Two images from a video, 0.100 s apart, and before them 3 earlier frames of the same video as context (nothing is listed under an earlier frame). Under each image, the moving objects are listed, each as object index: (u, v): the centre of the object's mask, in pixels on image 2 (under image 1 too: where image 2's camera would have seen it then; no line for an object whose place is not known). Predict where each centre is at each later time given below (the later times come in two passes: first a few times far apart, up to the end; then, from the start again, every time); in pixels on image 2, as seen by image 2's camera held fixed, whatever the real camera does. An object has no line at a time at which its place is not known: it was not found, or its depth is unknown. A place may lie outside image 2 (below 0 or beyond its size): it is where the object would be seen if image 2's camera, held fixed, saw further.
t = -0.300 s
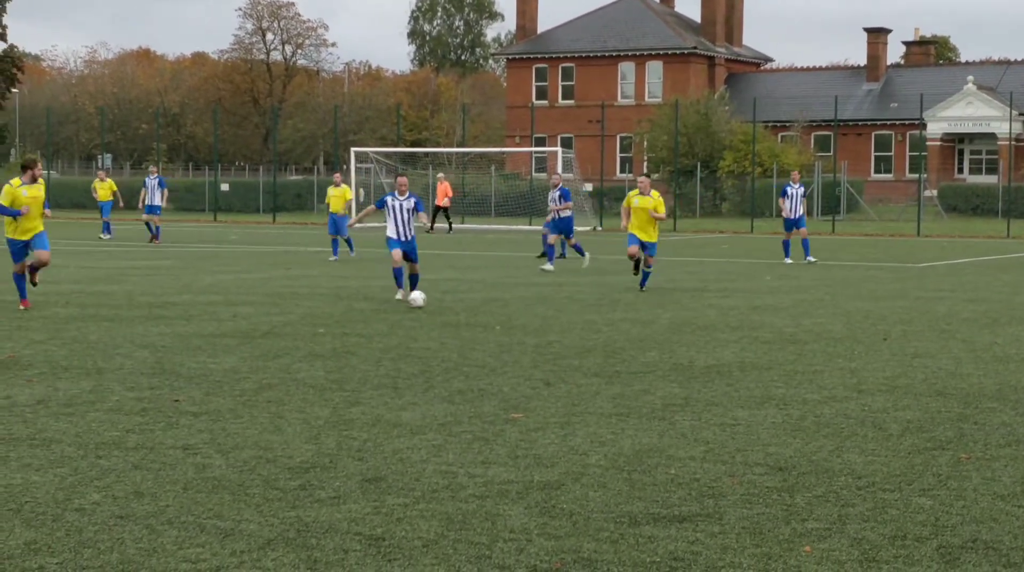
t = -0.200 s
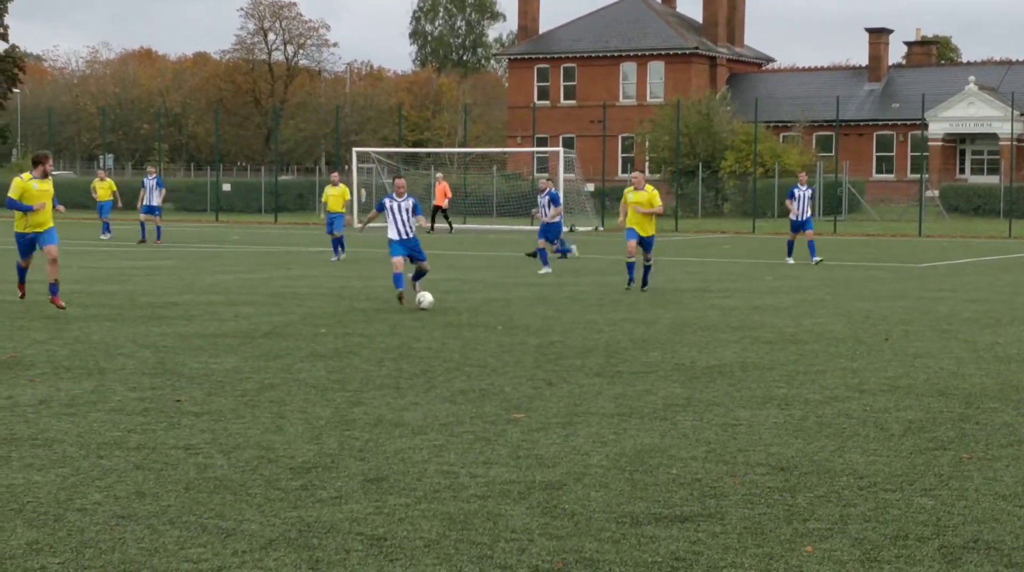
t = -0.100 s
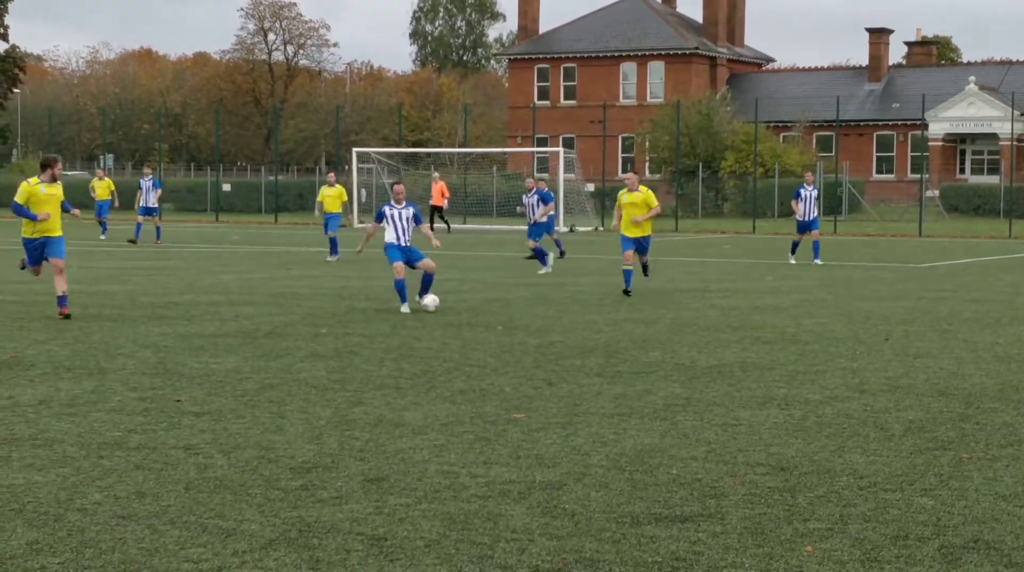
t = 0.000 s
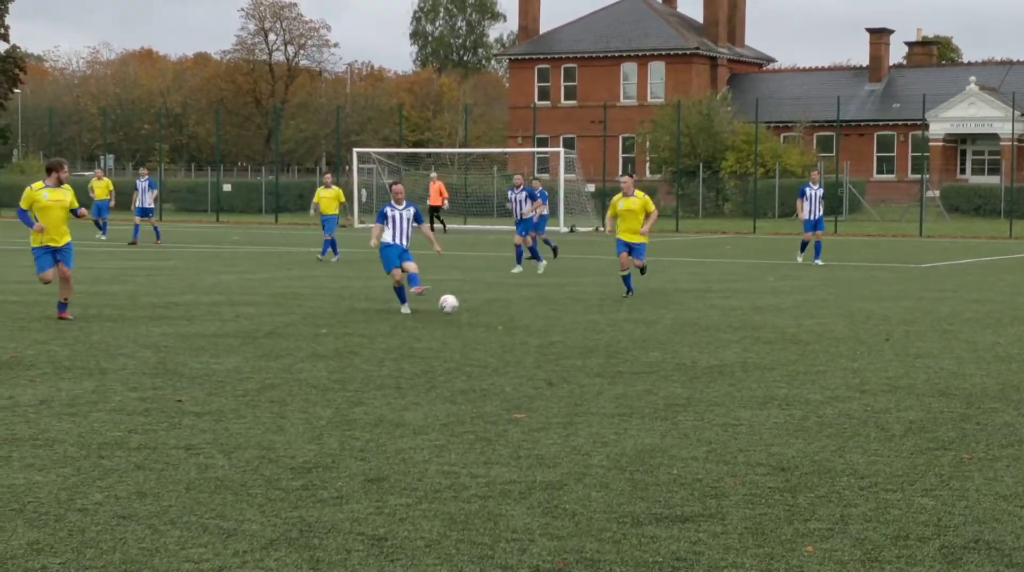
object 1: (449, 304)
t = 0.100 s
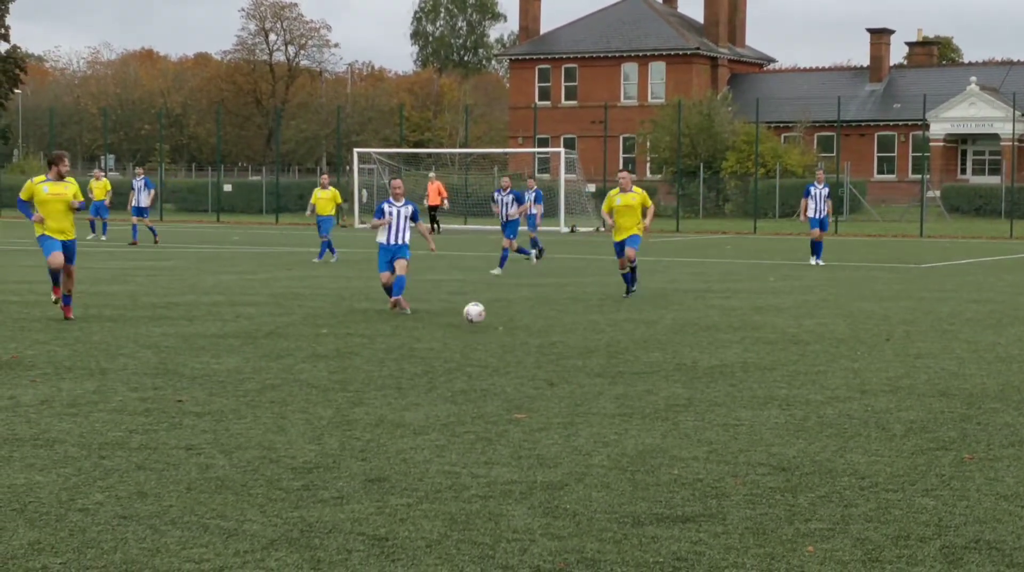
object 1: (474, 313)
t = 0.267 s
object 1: (518, 340)
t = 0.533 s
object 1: (610, 382)
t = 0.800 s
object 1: (740, 441)
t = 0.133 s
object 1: (483, 317)
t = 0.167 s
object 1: (492, 324)
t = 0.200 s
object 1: (502, 332)
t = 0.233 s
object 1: (511, 339)
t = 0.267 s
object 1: (518, 340)
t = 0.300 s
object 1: (529, 342)
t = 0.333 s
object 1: (539, 346)
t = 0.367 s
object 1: (549, 351)
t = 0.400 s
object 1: (560, 359)
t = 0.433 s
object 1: (573, 367)
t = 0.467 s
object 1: (585, 377)
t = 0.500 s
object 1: (598, 379)
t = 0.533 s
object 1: (610, 382)
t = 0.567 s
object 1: (624, 386)
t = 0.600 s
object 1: (638, 393)
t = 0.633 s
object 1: (654, 401)
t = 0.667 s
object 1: (670, 413)
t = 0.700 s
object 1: (688, 429)
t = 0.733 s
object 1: (704, 433)
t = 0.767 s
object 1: (721, 435)
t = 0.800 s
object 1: (740, 441)
